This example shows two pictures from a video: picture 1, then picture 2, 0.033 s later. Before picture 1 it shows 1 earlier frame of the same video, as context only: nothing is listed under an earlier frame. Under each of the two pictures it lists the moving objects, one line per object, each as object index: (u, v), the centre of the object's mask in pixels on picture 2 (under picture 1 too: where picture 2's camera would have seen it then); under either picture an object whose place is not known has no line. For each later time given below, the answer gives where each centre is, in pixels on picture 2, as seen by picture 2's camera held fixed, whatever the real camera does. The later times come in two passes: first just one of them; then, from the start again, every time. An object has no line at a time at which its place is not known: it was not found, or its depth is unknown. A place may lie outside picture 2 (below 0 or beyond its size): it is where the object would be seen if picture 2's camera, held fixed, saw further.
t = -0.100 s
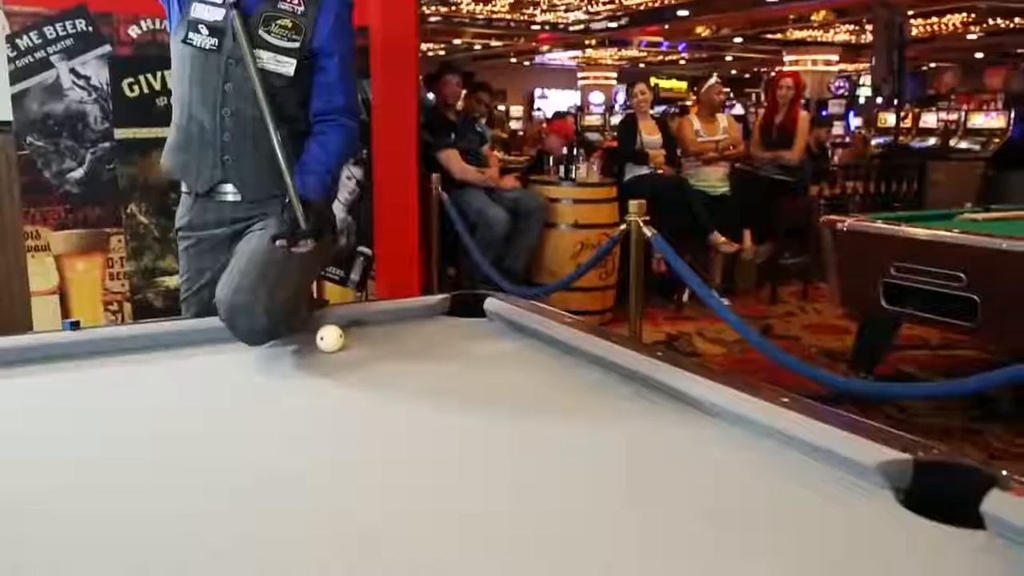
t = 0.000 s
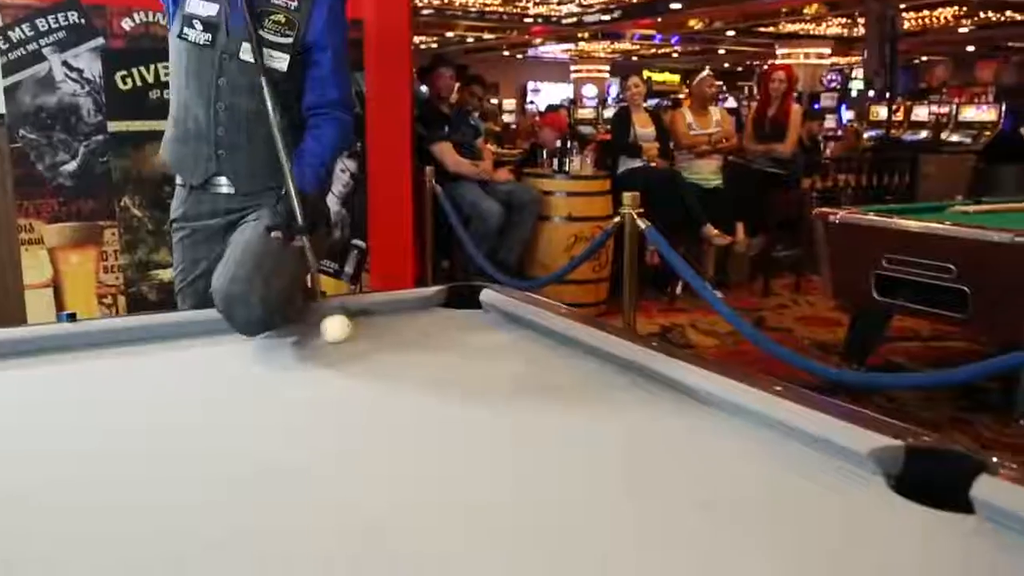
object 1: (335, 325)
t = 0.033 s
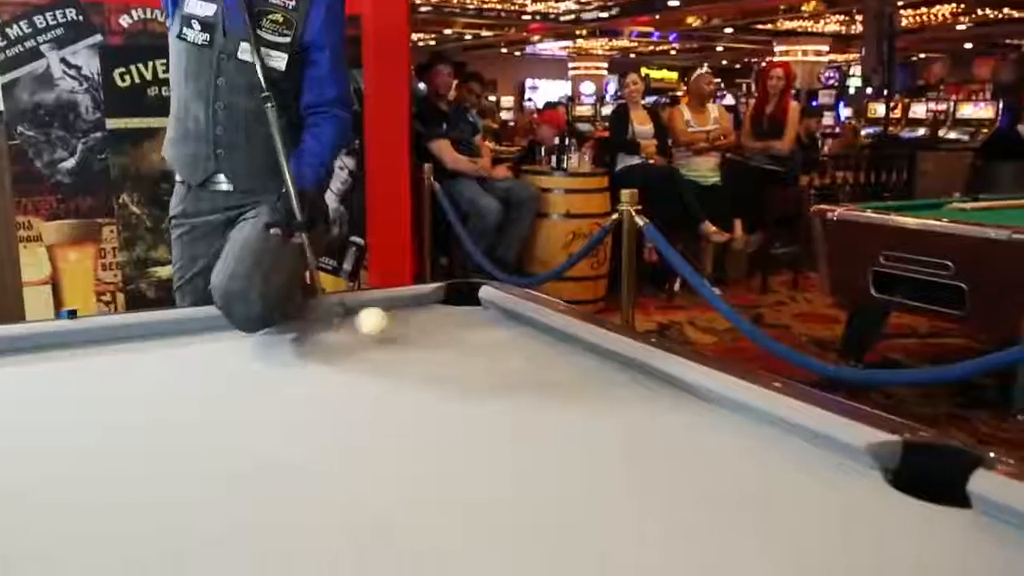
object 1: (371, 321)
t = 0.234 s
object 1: (640, 369)
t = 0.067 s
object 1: (409, 322)
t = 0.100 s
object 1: (451, 329)
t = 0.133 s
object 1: (496, 344)
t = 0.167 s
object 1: (542, 356)
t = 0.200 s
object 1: (590, 359)
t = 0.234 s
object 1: (640, 369)
